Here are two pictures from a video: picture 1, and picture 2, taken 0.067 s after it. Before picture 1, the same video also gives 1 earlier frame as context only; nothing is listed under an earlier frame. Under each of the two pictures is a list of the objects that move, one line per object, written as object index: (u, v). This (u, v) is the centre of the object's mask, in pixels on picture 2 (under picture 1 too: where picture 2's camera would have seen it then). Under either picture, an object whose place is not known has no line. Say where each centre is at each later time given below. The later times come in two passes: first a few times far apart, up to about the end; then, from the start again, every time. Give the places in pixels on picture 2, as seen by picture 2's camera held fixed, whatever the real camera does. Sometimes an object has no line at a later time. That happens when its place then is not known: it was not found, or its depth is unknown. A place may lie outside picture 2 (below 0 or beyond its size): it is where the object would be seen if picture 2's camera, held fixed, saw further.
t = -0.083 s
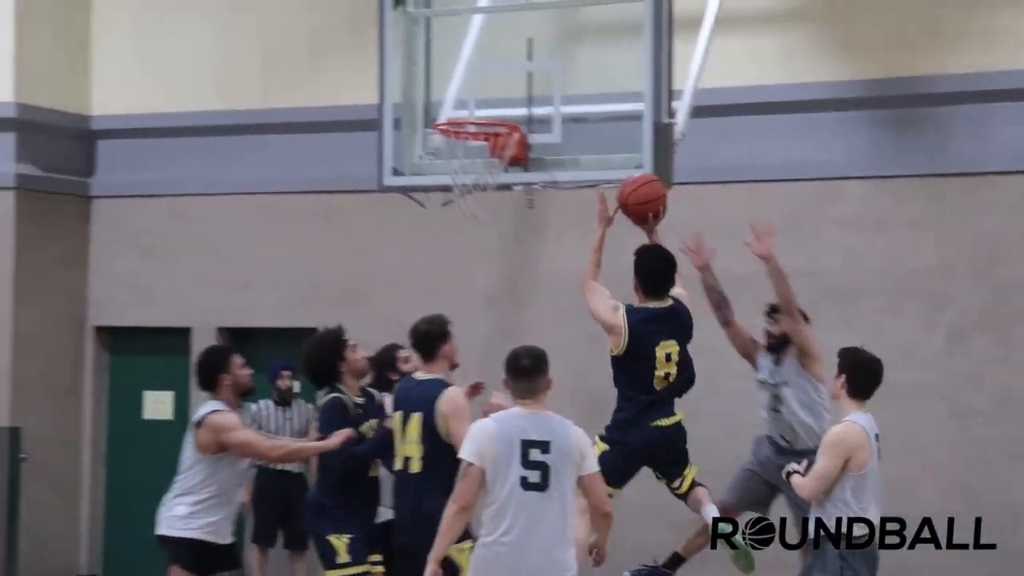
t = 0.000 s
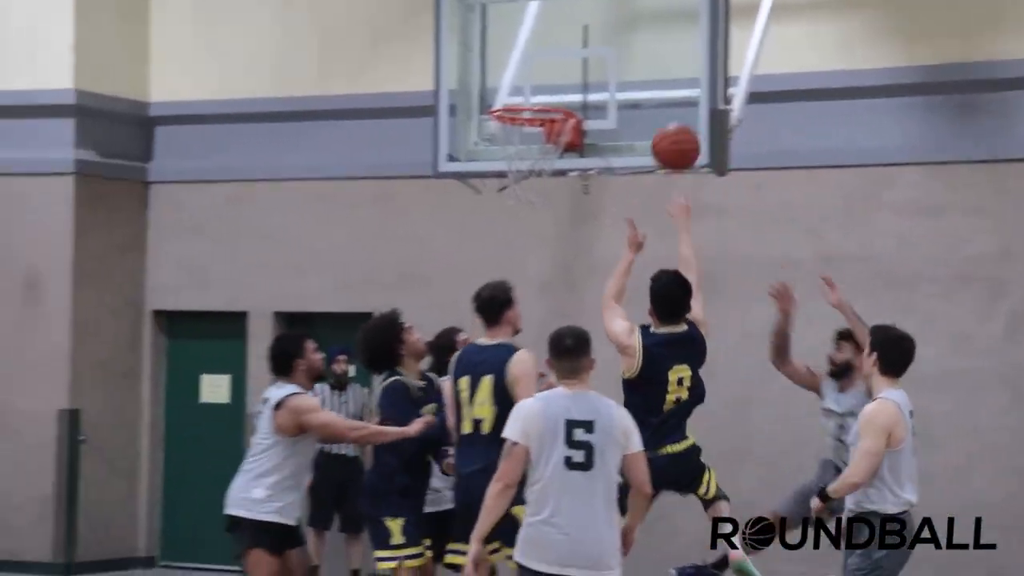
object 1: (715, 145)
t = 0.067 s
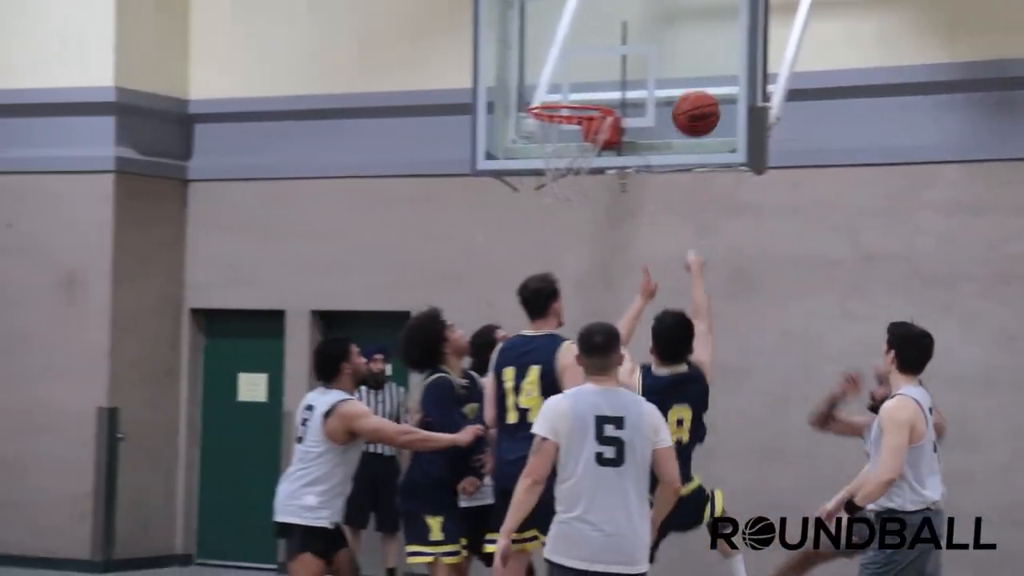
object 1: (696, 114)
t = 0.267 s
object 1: (645, 73)
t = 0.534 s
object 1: (552, 118)
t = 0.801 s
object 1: (609, 152)
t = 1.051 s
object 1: (600, 217)
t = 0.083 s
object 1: (691, 107)
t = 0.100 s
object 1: (687, 101)
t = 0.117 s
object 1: (682, 96)
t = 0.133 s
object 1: (678, 91)
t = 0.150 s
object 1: (674, 87)
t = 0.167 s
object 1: (670, 83)
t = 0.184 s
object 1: (665, 80)
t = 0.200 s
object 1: (661, 78)
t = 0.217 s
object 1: (657, 76)
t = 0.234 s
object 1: (653, 74)
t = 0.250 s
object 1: (649, 74)
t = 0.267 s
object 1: (645, 73)
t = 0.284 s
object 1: (641, 73)
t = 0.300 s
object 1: (637, 73)
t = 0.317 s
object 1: (633, 74)
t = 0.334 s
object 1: (629, 75)
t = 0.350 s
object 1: (626, 77)
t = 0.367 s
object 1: (622, 80)
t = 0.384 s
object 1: (618, 82)
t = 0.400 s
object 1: (612, 85)
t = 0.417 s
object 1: (603, 87)
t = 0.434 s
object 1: (595, 89)
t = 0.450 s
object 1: (587, 90)
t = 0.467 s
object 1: (579, 92)
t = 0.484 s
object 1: (569, 94)
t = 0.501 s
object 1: (560, 109)
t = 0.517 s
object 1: (553, 114)
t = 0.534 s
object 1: (552, 118)
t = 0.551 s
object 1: (556, 122)
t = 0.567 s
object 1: (561, 127)
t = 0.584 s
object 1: (565, 130)
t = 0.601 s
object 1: (570, 135)
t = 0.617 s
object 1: (574, 140)
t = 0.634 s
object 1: (580, 144)
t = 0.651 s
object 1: (585, 146)
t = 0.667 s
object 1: (590, 145)
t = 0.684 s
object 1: (593, 147)
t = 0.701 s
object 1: (598, 145)
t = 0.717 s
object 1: (600, 147)
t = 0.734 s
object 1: (603, 149)
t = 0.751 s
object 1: (605, 150)
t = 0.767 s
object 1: (607, 150)
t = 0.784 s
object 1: (608, 151)
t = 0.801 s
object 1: (609, 152)
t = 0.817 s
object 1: (610, 153)
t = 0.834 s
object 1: (611, 156)
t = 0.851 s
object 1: (610, 158)
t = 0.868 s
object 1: (610, 160)
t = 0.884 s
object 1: (610, 163)
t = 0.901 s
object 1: (610, 165)
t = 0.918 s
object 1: (608, 170)
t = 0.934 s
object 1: (608, 175)
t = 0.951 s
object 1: (606, 179)
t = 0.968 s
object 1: (605, 184)
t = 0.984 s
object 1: (604, 190)
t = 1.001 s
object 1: (603, 196)
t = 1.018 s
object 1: (602, 203)
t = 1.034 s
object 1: (601, 209)
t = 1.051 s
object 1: (600, 217)
